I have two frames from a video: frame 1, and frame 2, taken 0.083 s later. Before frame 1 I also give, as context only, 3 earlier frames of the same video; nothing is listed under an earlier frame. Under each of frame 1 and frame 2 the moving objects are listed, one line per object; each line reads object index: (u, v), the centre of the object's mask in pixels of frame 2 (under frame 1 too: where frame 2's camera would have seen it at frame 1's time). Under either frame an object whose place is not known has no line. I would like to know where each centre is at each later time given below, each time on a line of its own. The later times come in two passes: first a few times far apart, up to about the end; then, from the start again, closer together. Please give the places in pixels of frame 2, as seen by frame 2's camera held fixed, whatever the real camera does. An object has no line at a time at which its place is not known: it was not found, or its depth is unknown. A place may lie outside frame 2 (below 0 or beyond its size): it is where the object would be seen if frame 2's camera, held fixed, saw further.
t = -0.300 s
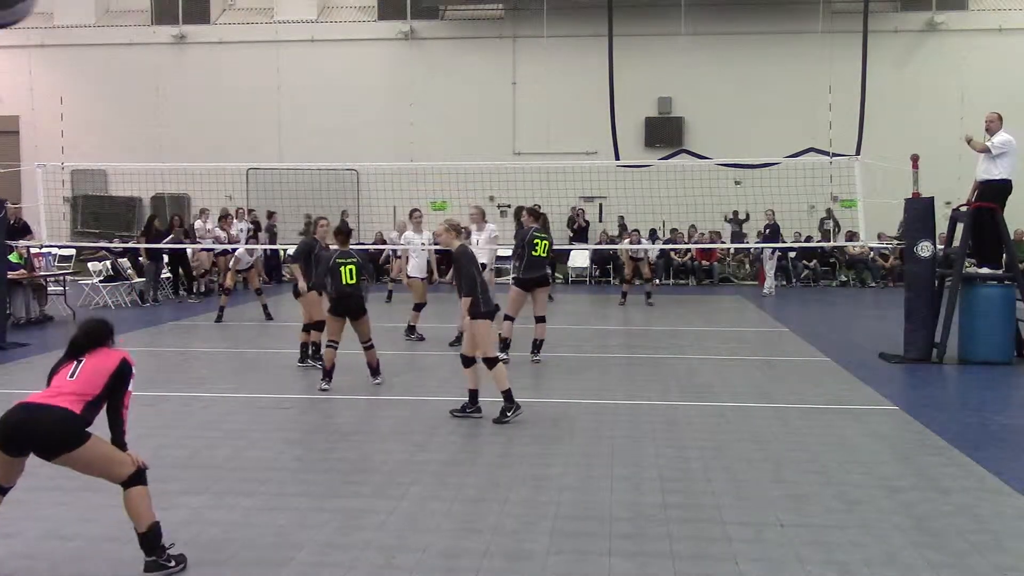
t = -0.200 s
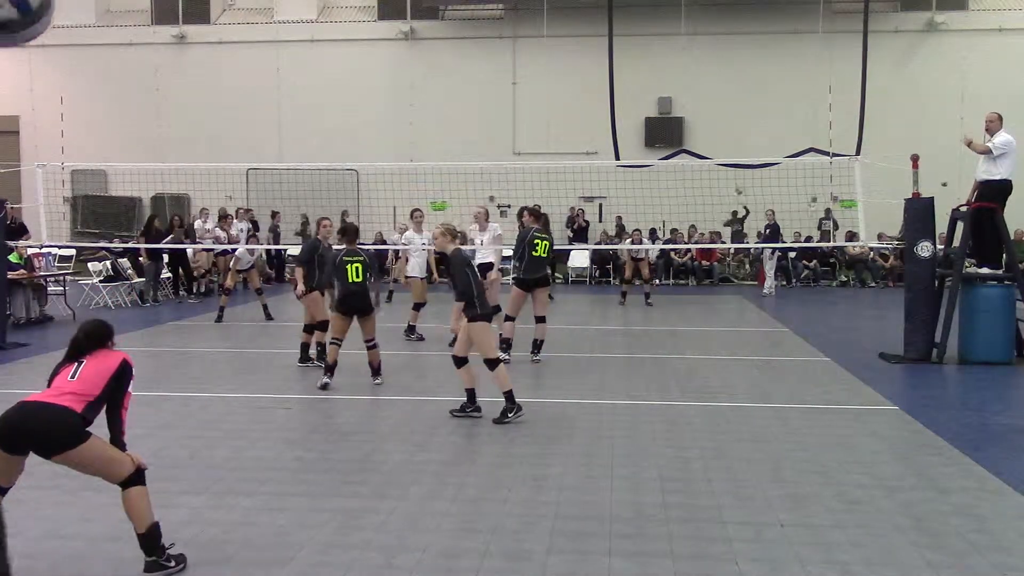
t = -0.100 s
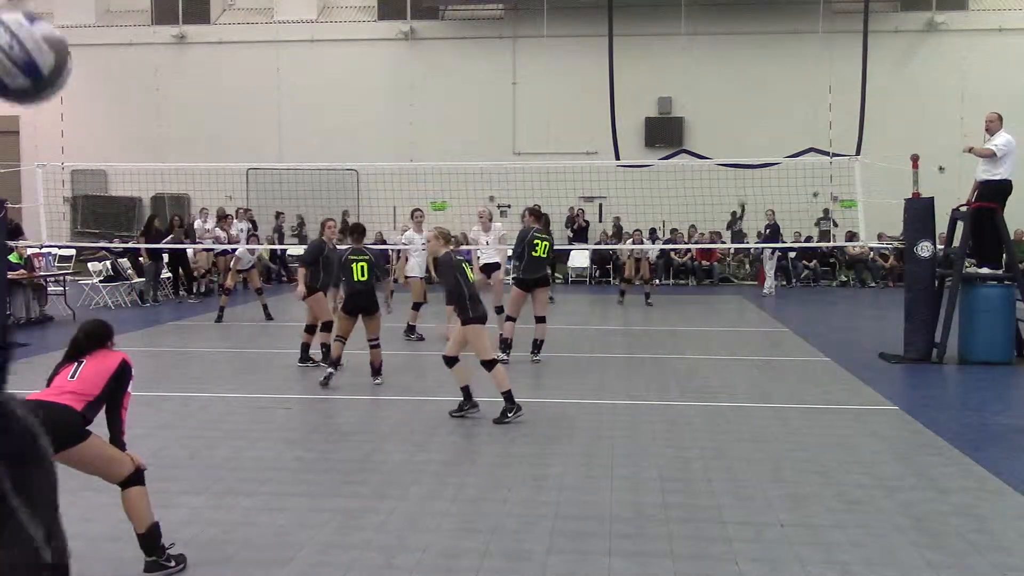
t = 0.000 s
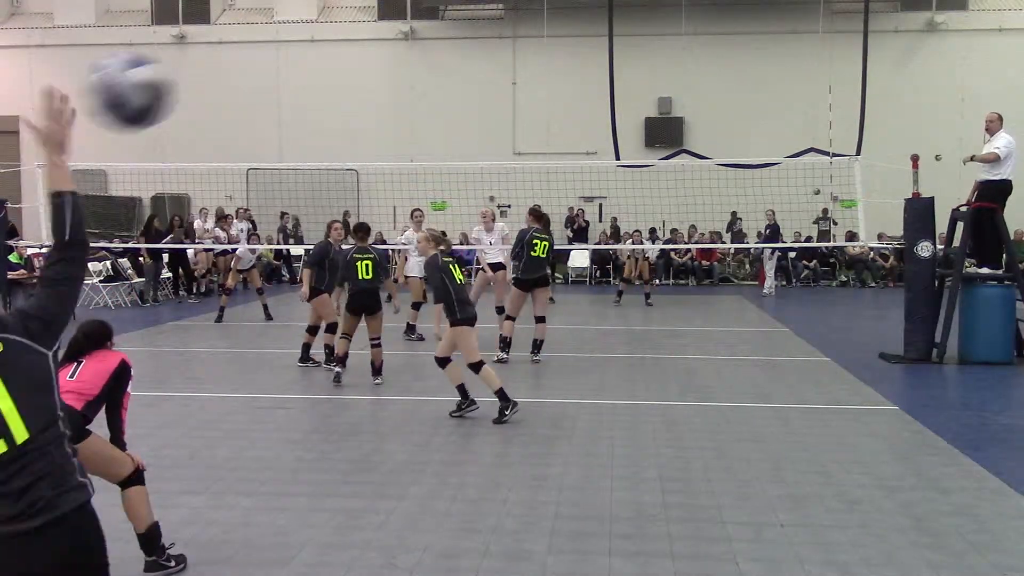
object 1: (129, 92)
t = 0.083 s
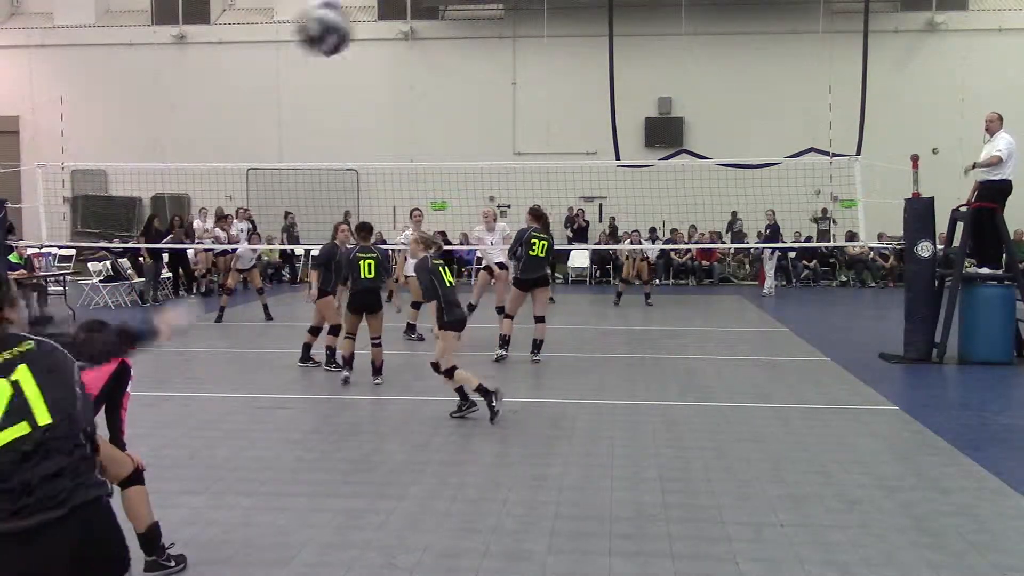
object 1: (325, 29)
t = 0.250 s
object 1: (493, 7)
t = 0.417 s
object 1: (567, 20)
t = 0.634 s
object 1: (612, 80)
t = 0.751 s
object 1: (628, 120)
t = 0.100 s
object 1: (350, 22)
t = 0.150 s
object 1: (413, 14)
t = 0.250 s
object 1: (493, 7)
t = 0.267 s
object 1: (503, 7)
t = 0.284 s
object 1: (513, 7)
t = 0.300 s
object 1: (523, 7)
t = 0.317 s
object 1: (528, 7)
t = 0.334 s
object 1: (536, 8)
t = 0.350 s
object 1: (543, 9)
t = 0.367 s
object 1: (550, 11)
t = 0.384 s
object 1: (556, 13)
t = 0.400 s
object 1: (562, 16)
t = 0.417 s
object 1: (567, 20)
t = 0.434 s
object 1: (571, 23)
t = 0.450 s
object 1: (576, 26)
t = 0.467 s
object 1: (580, 30)
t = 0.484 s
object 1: (585, 36)
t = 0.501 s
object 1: (589, 39)
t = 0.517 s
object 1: (592, 45)
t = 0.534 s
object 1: (595, 49)
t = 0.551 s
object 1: (599, 54)
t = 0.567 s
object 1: (601, 60)
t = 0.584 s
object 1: (604, 64)
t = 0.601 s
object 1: (607, 70)
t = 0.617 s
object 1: (610, 76)
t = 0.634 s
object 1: (612, 80)
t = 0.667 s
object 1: (618, 90)
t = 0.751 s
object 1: (628, 120)
